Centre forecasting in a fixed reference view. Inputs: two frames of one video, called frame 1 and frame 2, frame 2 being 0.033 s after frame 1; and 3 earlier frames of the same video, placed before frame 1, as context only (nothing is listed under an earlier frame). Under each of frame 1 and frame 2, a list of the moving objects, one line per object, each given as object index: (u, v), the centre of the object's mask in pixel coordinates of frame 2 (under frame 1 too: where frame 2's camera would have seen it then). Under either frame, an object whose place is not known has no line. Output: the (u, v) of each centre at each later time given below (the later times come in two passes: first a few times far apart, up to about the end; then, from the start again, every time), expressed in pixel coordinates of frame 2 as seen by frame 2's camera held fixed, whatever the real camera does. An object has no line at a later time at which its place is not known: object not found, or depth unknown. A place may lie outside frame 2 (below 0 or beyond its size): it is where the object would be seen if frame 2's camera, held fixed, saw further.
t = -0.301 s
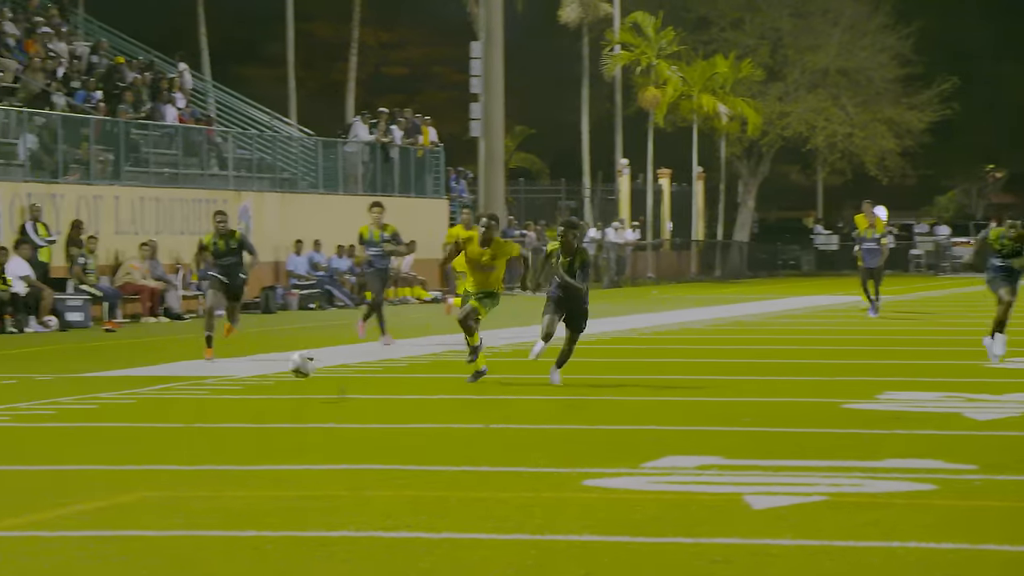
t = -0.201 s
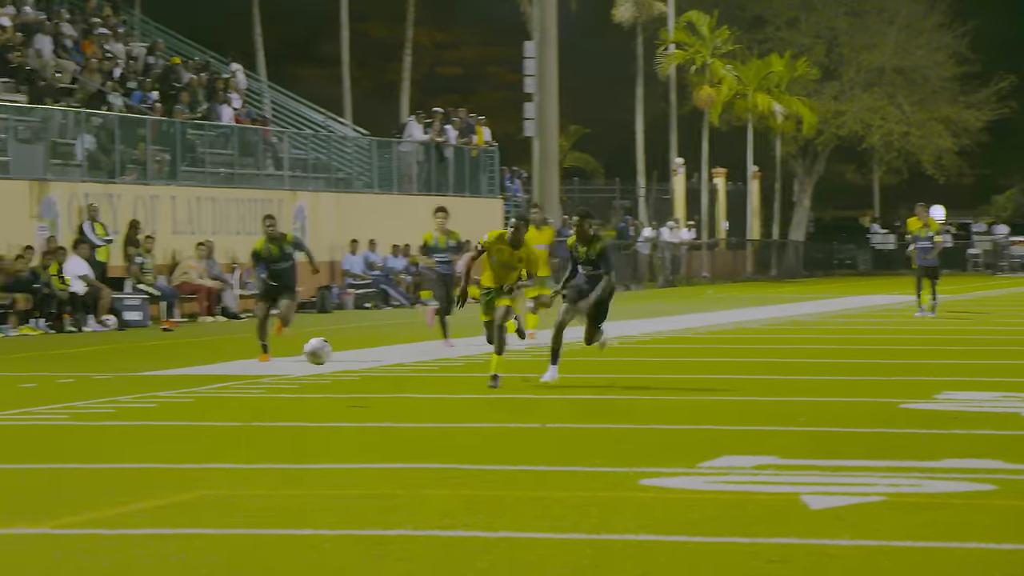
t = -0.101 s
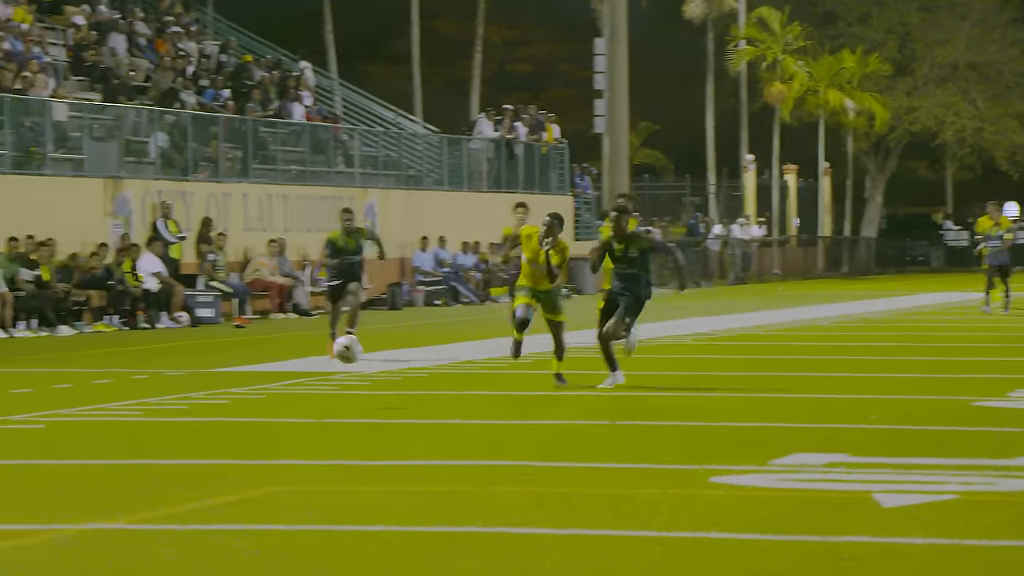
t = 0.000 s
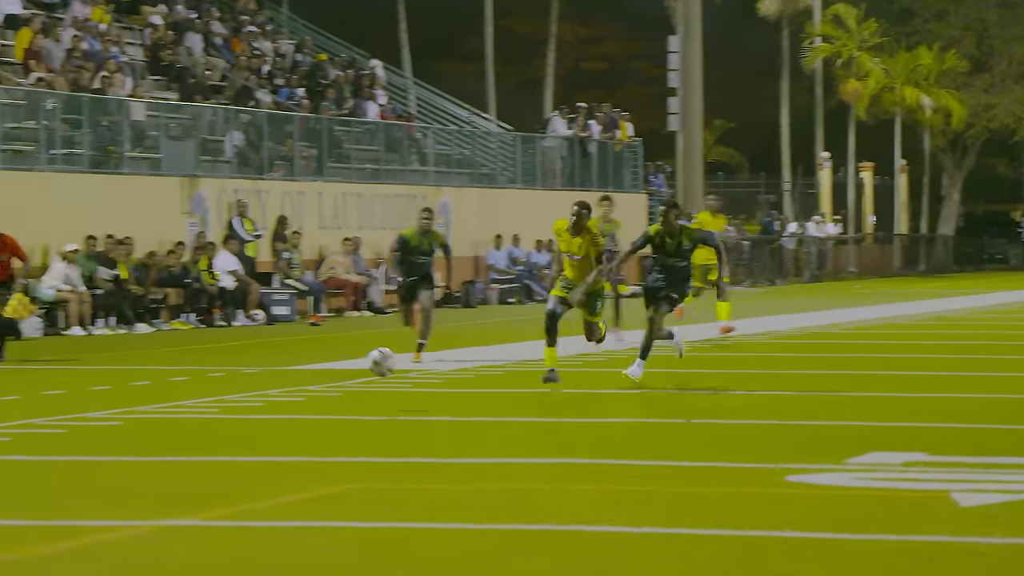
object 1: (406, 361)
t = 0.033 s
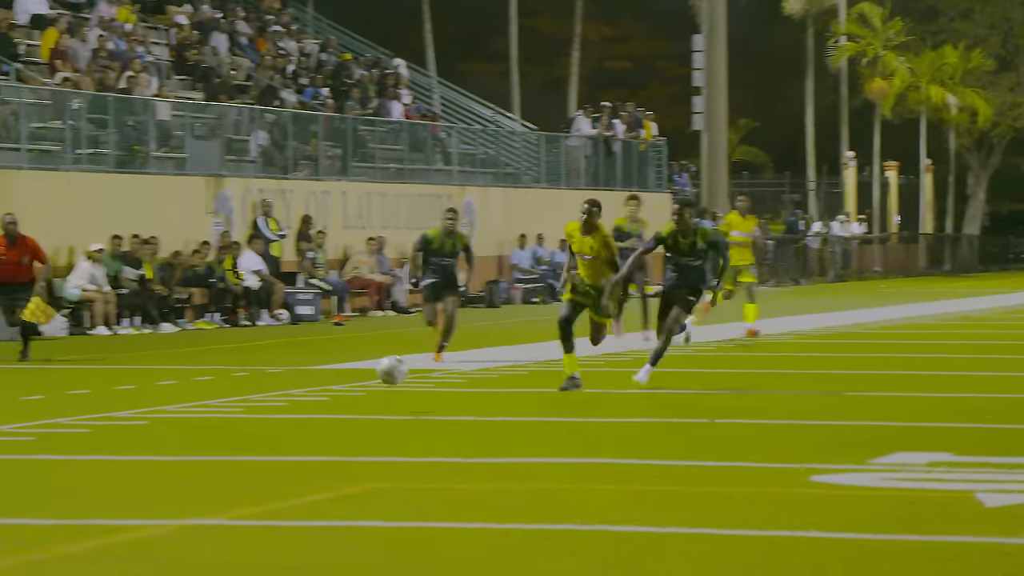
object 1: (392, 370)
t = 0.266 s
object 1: (314, 375)
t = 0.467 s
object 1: (256, 383)
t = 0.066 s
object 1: (378, 380)
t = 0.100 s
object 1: (364, 392)
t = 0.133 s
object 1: (351, 401)
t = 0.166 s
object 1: (342, 393)
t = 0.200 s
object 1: (332, 385)
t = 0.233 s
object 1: (323, 379)
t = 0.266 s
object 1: (314, 375)
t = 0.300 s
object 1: (304, 372)
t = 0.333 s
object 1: (295, 371)
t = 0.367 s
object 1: (285, 371)
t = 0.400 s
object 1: (275, 373)
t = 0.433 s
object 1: (266, 377)
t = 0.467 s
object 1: (256, 383)
